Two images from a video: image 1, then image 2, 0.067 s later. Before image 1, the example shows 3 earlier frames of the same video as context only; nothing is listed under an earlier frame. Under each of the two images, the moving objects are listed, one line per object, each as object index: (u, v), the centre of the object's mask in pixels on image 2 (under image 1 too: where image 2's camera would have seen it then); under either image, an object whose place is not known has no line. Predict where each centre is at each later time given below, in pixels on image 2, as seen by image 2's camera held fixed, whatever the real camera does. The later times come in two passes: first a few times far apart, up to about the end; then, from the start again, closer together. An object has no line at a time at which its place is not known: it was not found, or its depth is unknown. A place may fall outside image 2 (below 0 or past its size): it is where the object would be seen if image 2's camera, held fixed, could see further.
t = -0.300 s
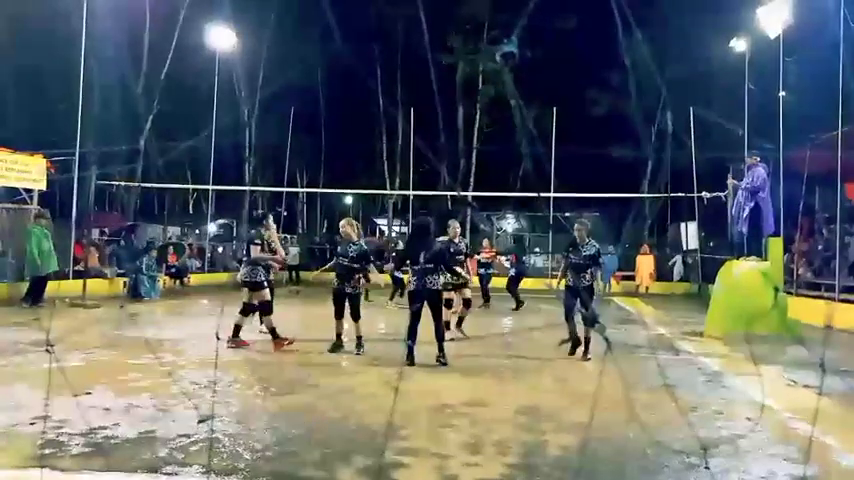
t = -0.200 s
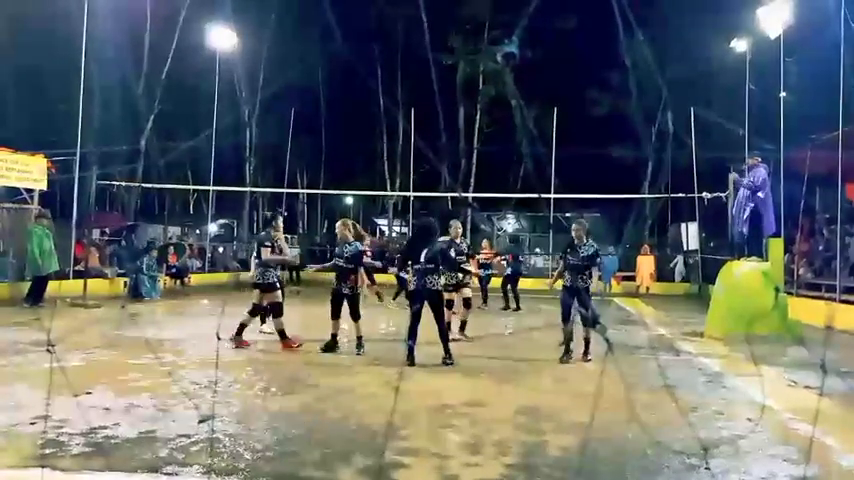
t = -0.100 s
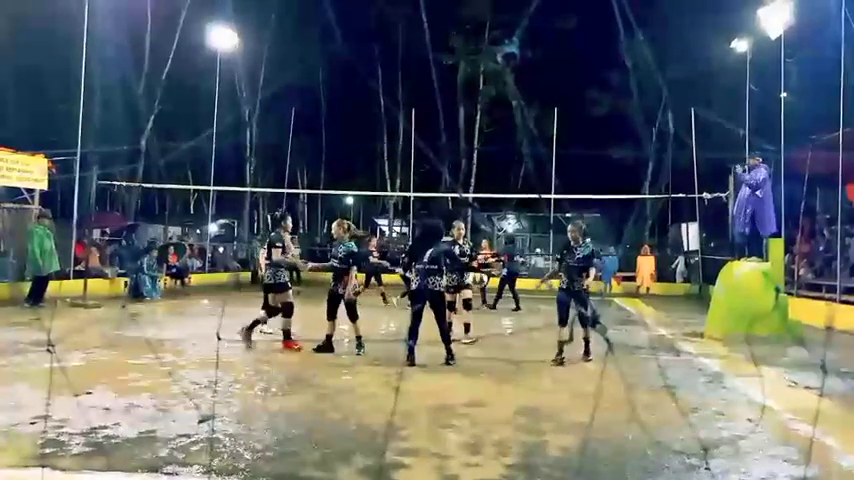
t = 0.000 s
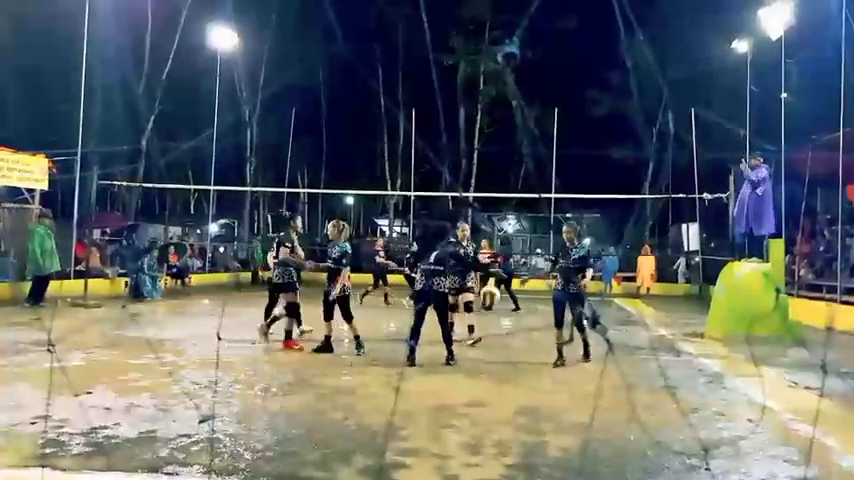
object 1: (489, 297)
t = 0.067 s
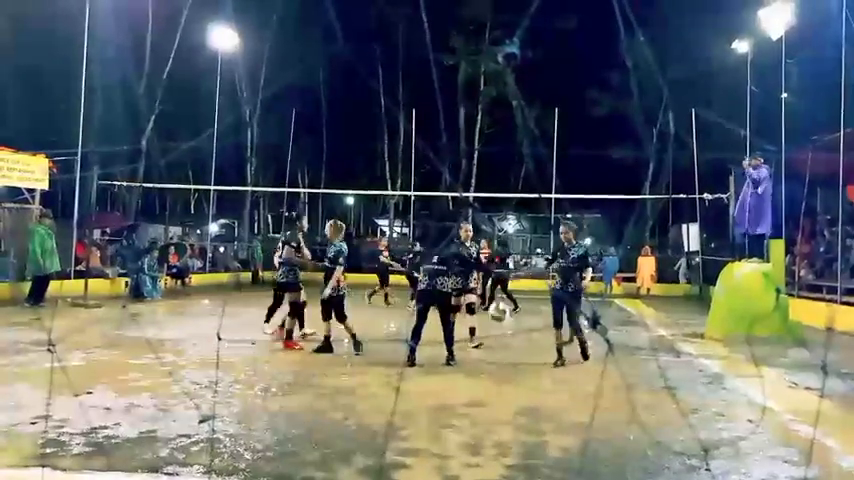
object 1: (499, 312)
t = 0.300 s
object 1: (530, 363)
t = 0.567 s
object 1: (567, 393)
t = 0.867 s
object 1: (610, 415)
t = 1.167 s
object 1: (662, 444)
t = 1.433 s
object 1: (720, 467)
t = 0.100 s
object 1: (503, 322)
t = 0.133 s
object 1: (507, 332)
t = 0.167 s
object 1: (512, 348)
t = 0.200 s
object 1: (517, 364)
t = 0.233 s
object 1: (521, 370)
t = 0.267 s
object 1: (525, 363)
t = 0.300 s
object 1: (530, 363)
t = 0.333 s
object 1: (534, 362)
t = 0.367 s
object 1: (538, 364)
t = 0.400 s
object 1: (543, 365)
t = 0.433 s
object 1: (547, 365)
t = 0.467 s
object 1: (552, 370)
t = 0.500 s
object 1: (557, 376)
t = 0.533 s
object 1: (563, 382)
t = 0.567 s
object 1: (567, 393)
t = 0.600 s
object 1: (572, 395)
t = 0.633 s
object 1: (576, 396)
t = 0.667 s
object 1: (580, 397)
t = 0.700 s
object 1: (585, 401)
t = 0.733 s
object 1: (590, 405)
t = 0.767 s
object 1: (595, 406)
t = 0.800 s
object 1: (600, 409)
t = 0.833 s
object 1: (606, 413)
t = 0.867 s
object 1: (610, 415)
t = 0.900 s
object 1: (615, 416)
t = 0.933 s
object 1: (620, 419)
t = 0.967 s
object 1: (626, 424)
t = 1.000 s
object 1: (631, 427)
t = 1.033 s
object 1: (638, 430)
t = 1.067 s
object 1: (644, 434)
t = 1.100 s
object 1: (650, 437)
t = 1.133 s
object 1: (655, 441)
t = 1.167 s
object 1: (662, 444)
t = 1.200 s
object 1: (668, 447)
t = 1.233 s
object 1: (675, 453)
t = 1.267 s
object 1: (682, 456)
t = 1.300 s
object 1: (689, 459)
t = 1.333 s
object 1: (697, 460)
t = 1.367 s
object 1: (704, 464)
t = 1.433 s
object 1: (720, 467)
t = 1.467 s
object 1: (732, 471)
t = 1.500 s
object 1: (736, 473)
